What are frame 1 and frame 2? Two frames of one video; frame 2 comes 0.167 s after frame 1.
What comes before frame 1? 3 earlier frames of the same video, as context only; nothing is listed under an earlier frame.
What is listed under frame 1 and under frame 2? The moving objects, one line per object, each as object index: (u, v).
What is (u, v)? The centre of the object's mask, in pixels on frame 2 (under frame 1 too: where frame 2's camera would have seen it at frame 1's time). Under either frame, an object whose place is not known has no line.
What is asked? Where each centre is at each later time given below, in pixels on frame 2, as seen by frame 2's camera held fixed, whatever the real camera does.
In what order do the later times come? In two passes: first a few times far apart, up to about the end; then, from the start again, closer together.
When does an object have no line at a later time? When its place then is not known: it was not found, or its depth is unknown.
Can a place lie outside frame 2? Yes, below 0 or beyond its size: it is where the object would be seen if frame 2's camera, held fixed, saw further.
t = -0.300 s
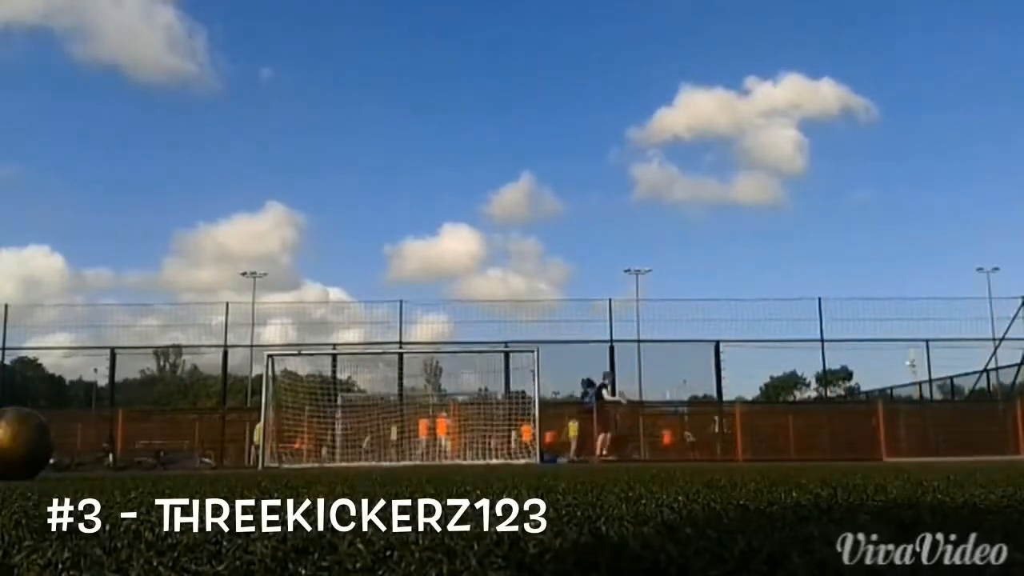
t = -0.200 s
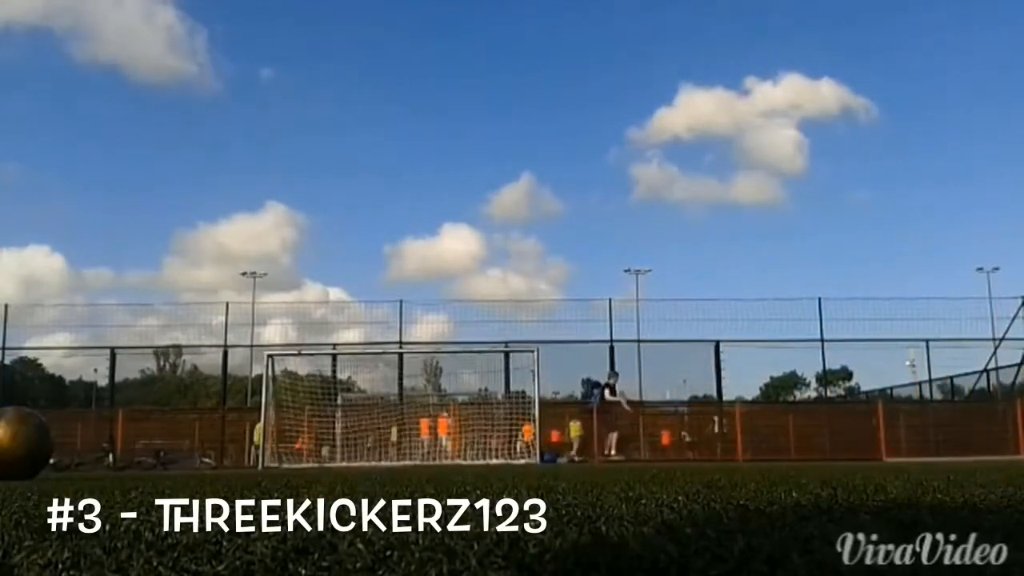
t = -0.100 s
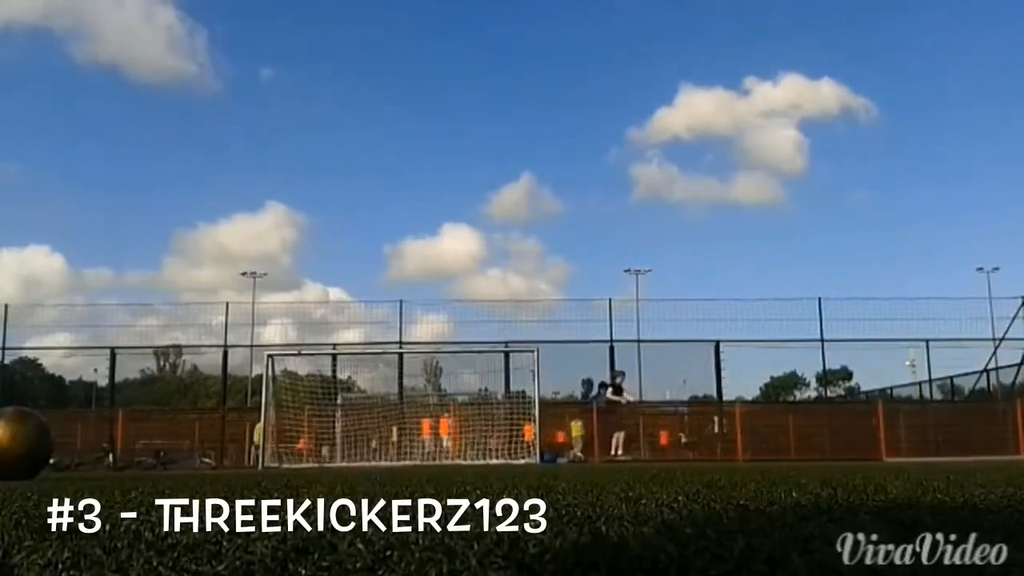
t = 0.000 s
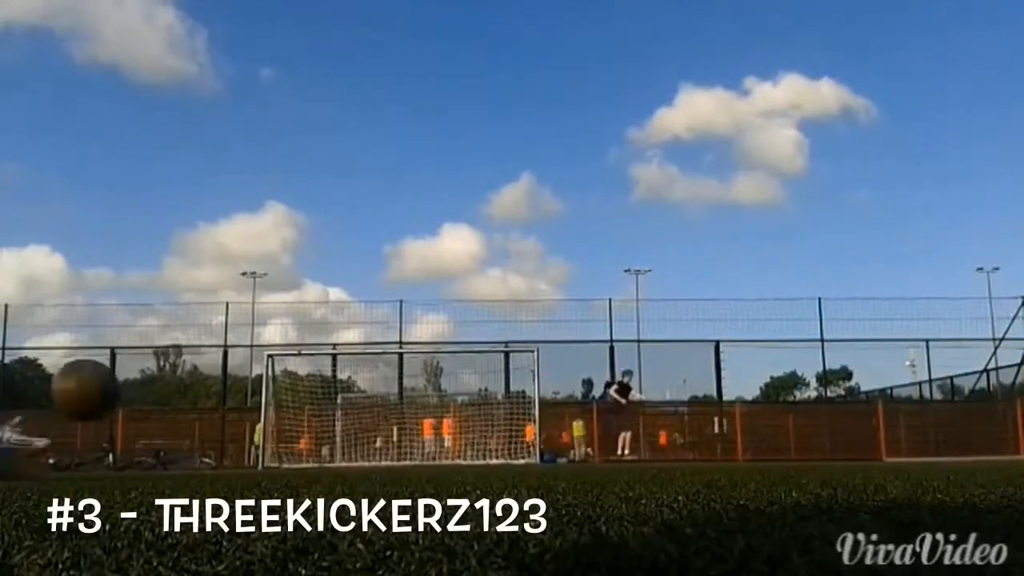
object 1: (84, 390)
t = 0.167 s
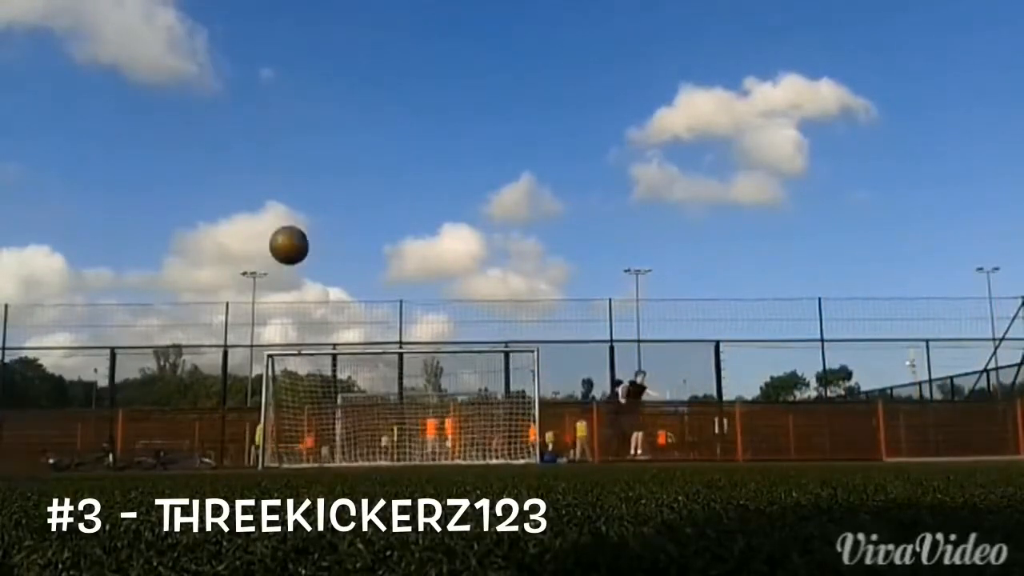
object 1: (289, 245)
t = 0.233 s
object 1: (331, 224)
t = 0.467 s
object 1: (419, 207)
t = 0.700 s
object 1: (467, 234)
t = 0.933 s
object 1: (498, 284)
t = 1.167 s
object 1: (521, 348)
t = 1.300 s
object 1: (531, 386)
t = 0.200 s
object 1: (311, 233)
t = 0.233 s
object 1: (331, 224)
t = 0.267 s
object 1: (348, 217)
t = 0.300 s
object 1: (363, 211)
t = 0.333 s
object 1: (377, 208)
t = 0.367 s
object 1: (389, 206)
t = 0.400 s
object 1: (400, 206)
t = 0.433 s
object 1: (410, 206)
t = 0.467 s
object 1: (419, 207)
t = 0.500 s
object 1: (427, 209)
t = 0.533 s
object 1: (435, 212)
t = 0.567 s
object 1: (442, 216)
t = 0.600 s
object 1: (449, 219)
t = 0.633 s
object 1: (456, 224)
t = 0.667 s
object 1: (461, 228)
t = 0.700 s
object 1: (467, 234)
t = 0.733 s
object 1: (472, 240)
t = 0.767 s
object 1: (477, 246)
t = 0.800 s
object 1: (481, 253)
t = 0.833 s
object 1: (485, 261)
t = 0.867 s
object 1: (490, 268)
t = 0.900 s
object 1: (494, 276)
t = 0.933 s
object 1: (498, 284)
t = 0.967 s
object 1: (501, 292)
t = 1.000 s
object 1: (505, 301)
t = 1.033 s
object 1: (508, 310)
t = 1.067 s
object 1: (512, 319)
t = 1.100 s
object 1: (515, 328)
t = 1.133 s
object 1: (518, 338)
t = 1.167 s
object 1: (521, 348)
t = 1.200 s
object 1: (524, 358)
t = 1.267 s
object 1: (529, 377)
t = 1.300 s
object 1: (531, 386)
